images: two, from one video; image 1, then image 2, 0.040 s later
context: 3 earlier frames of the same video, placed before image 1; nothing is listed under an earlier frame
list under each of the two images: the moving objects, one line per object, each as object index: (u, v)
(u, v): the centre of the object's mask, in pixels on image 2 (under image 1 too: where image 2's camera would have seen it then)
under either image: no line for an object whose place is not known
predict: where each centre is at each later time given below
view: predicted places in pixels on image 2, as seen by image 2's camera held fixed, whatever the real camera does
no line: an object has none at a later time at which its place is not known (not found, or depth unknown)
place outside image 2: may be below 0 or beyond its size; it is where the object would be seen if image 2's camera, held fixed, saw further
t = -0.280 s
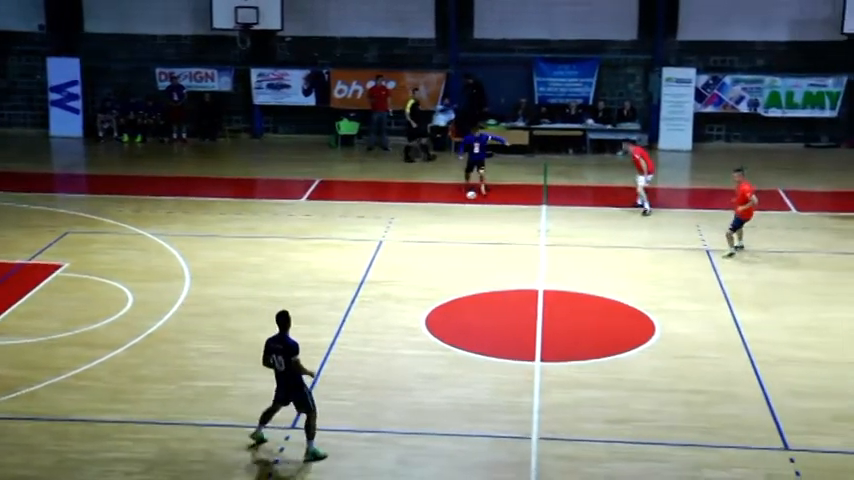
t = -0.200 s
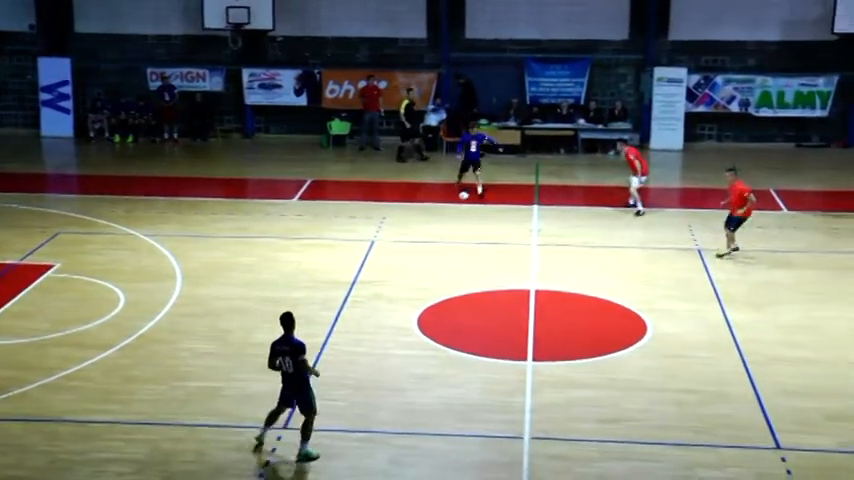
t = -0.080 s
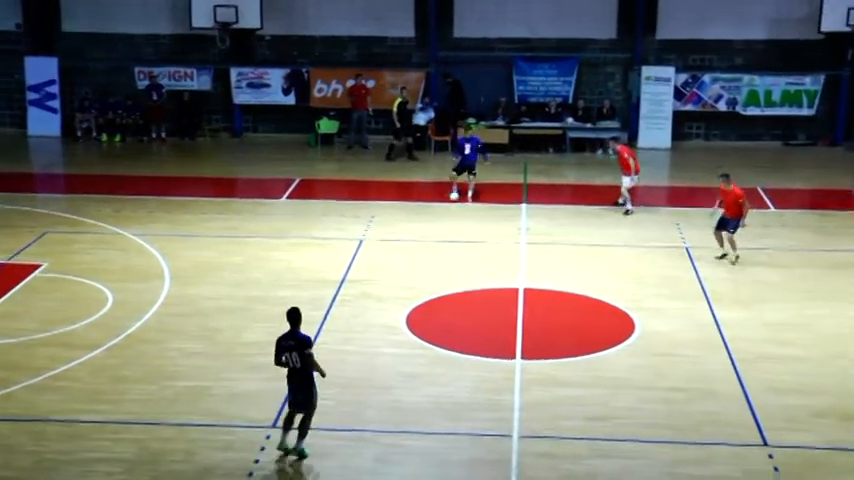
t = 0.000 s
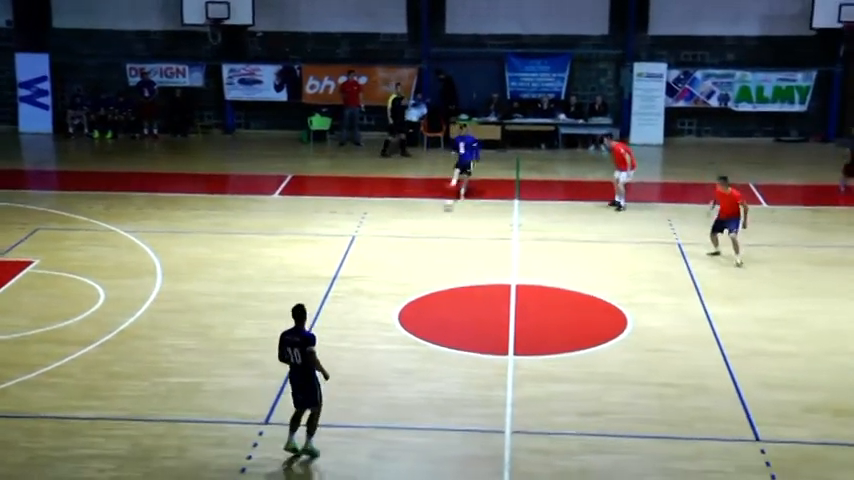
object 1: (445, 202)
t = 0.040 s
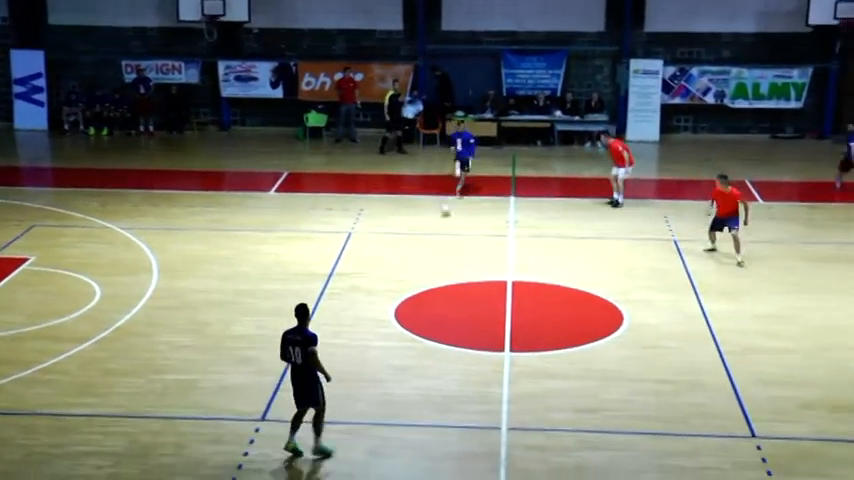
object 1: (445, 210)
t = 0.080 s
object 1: (447, 220)
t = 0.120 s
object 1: (447, 231)
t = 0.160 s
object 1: (448, 239)
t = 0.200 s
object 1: (451, 249)
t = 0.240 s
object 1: (451, 259)
